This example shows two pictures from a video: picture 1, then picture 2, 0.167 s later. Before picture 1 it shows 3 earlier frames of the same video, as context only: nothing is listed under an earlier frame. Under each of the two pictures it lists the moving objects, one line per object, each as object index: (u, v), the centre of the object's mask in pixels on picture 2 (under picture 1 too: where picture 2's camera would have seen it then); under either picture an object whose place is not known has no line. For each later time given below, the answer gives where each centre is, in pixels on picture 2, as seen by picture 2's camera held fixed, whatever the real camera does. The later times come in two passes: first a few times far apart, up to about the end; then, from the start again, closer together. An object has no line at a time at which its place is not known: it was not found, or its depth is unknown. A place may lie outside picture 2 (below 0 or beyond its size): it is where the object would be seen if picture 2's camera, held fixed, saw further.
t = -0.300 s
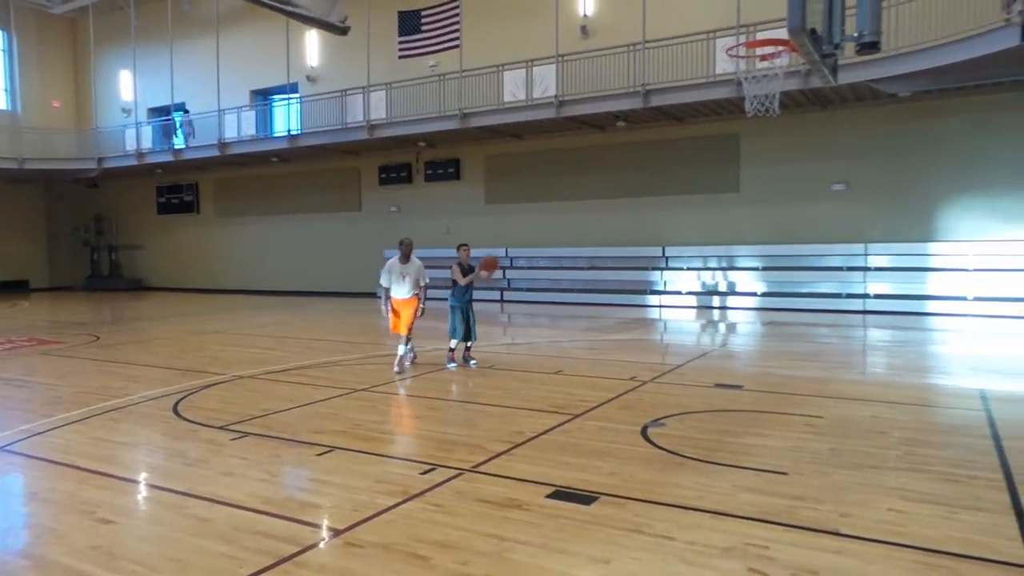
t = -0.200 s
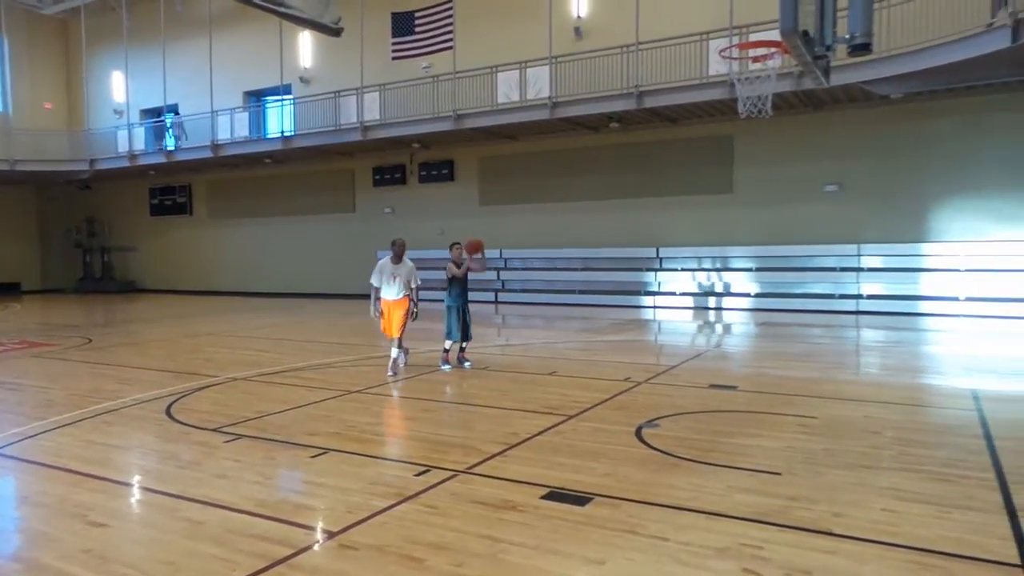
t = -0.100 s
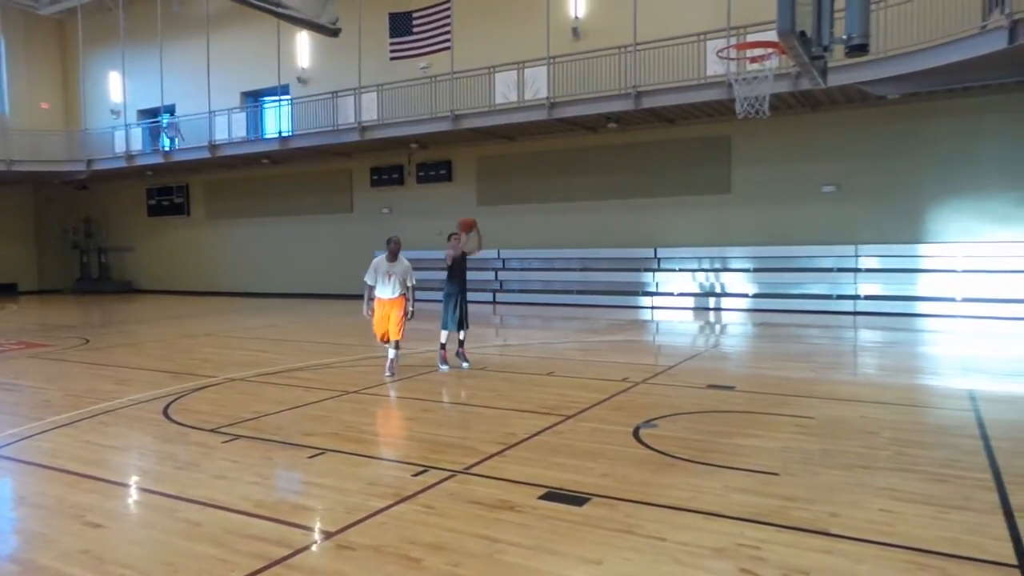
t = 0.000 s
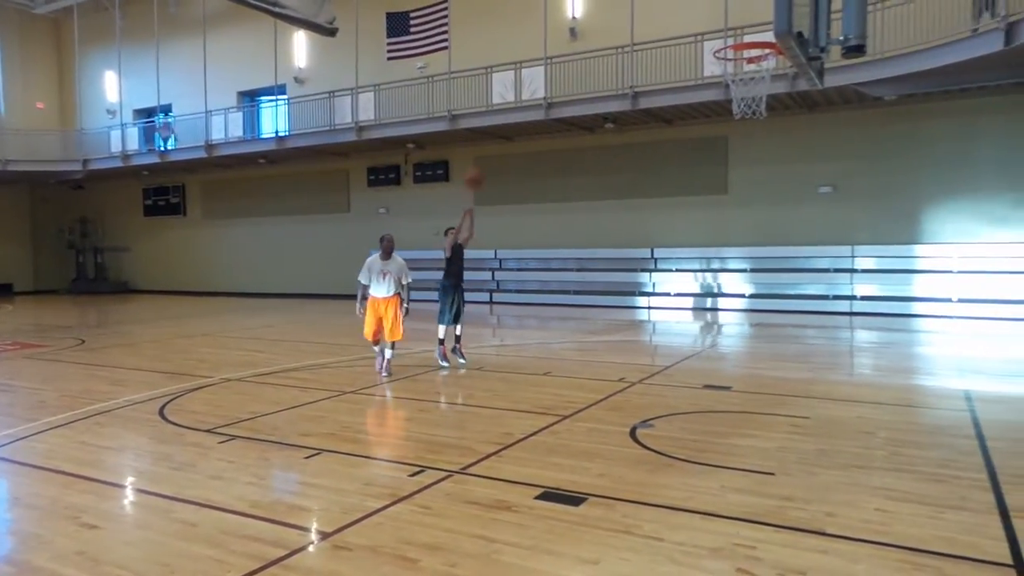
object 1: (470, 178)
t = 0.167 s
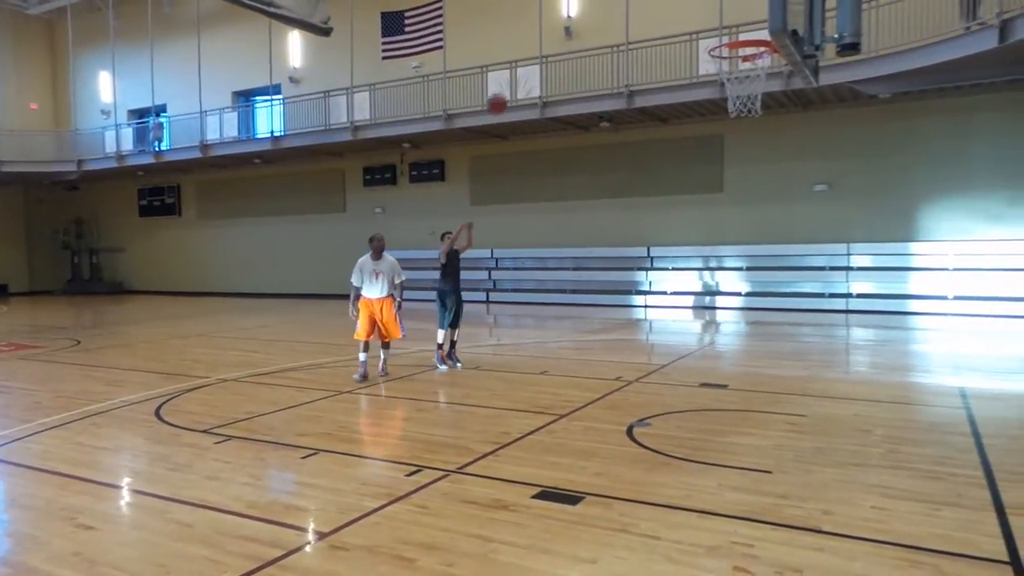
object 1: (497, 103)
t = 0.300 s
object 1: (522, 53)
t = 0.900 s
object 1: (679, 5)
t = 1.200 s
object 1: (768, 97)
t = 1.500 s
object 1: (809, 246)
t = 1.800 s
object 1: (837, 383)
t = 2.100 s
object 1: (819, 254)
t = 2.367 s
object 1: (805, 236)
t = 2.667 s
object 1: (790, 312)
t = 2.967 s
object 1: (781, 356)
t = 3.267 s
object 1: (771, 303)
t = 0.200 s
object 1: (503, 89)
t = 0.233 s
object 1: (509, 76)
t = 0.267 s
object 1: (515, 64)
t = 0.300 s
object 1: (522, 53)
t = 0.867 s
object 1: (667, 2)
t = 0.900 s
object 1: (679, 5)
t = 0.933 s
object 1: (692, 9)
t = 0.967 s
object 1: (704, 16)
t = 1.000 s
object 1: (716, 27)
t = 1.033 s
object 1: (728, 39)
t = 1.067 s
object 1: (742, 58)
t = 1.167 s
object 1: (764, 88)
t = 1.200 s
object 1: (768, 97)
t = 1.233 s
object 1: (772, 106)
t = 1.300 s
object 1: (782, 133)
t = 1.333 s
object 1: (787, 149)
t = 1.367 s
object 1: (791, 165)
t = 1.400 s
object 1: (796, 183)
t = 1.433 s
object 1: (800, 203)
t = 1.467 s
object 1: (804, 225)
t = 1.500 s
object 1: (809, 246)
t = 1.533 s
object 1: (813, 271)
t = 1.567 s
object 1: (819, 298)
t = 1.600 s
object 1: (823, 325)
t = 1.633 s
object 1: (828, 356)
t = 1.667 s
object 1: (833, 385)
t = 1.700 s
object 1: (839, 417)
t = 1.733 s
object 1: (841, 429)
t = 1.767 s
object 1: (839, 405)
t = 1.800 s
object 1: (837, 383)
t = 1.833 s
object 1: (835, 363)
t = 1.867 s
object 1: (833, 345)
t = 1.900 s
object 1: (831, 326)
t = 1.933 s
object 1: (830, 310)
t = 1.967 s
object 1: (827, 297)
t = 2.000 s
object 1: (825, 284)
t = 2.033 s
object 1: (823, 272)
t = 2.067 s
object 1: (821, 262)
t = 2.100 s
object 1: (819, 254)
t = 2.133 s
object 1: (818, 247)
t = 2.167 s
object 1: (815, 241)
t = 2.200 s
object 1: (814, 237)
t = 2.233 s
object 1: (812, 234)
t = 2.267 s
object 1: (810, 233)
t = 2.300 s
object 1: (808, 232)
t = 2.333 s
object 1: (807, 233)
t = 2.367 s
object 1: (805, 236)
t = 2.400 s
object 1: (803, 239)
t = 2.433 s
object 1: (802, 244)
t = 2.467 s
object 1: (800, 251)
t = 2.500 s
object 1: (798, 259)
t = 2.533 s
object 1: (796, 267)
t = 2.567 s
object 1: (794, 277)
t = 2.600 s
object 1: (794, 287)
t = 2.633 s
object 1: (791, 300)
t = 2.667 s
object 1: (790, 312)
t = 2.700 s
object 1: (789, 327)
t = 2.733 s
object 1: (788, 342)
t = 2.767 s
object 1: (789, 360)
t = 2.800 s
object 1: (788, 378)
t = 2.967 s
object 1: (781, 356)
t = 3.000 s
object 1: (780, 344)
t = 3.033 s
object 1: (779, 335)
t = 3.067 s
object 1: (777, 327)
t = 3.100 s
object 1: (775, 320)
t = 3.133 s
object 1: (774, 315)
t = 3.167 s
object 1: (773, 309)
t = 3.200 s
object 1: (772, 306)
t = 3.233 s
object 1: (771, 304)
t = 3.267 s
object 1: (771, 303)
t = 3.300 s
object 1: (770, 303)
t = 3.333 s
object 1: (770, 304)
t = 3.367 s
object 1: (768, 306)
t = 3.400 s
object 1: (768, 309)
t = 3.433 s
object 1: (768, 315)
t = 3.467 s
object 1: (769, 320)
